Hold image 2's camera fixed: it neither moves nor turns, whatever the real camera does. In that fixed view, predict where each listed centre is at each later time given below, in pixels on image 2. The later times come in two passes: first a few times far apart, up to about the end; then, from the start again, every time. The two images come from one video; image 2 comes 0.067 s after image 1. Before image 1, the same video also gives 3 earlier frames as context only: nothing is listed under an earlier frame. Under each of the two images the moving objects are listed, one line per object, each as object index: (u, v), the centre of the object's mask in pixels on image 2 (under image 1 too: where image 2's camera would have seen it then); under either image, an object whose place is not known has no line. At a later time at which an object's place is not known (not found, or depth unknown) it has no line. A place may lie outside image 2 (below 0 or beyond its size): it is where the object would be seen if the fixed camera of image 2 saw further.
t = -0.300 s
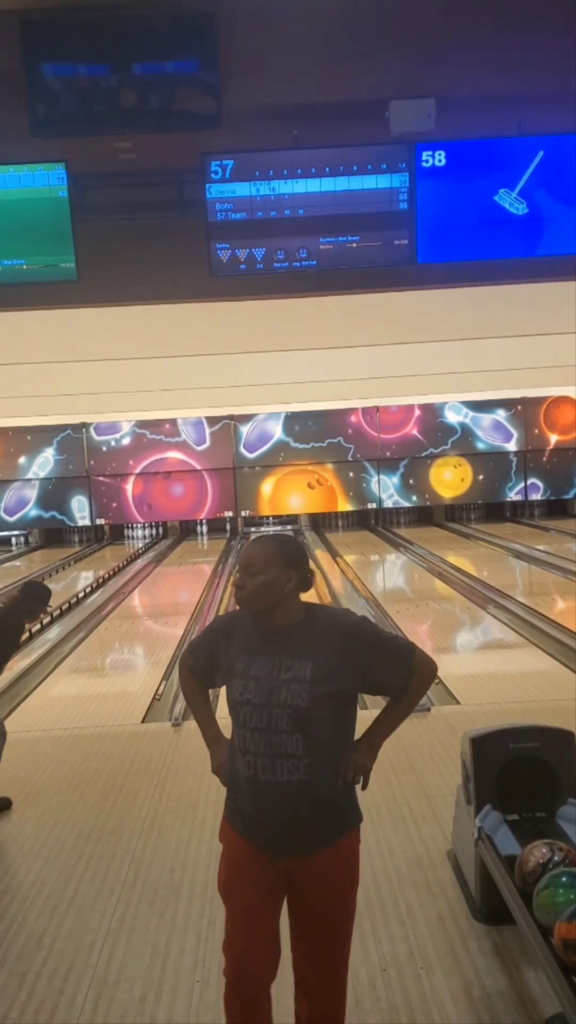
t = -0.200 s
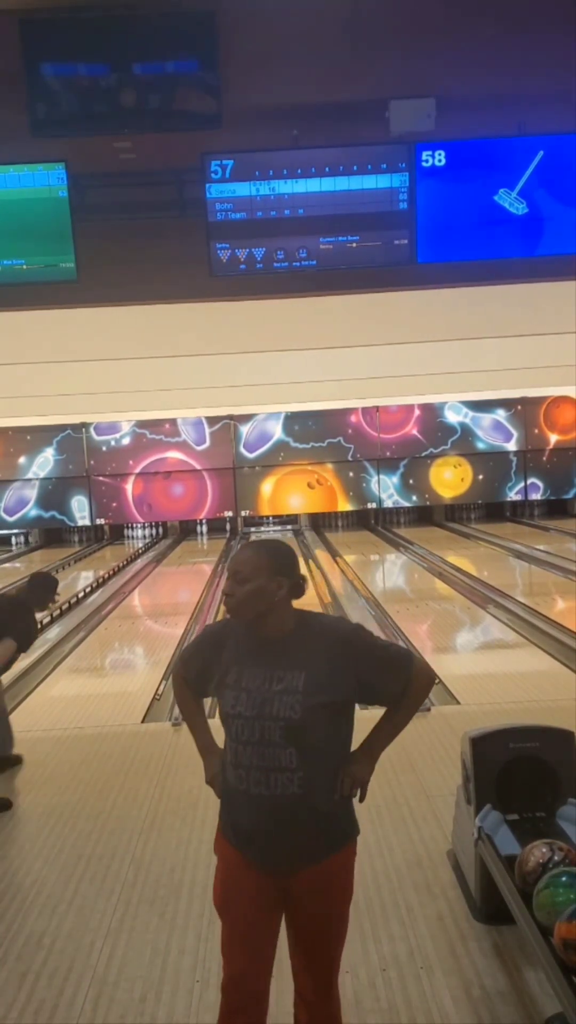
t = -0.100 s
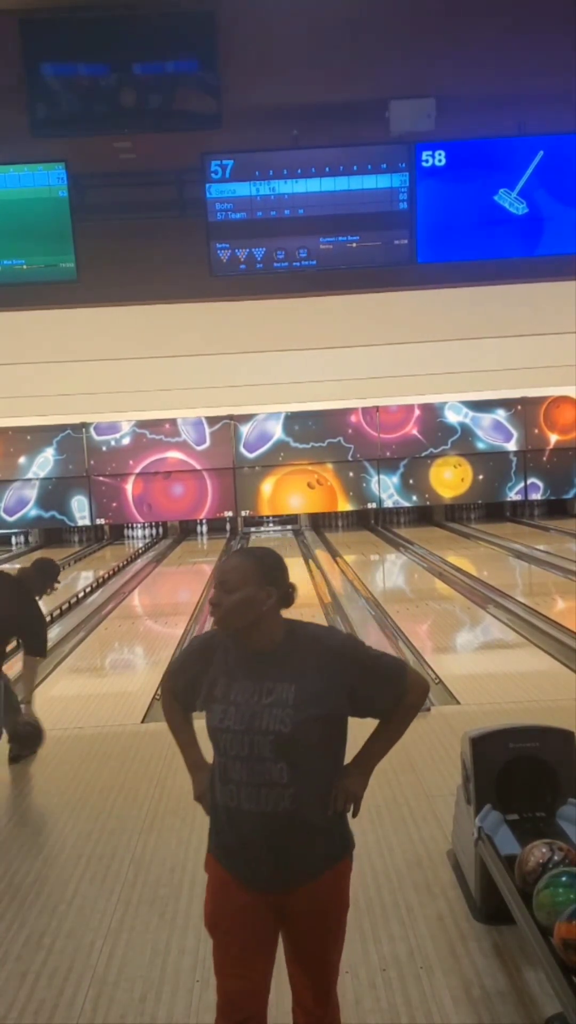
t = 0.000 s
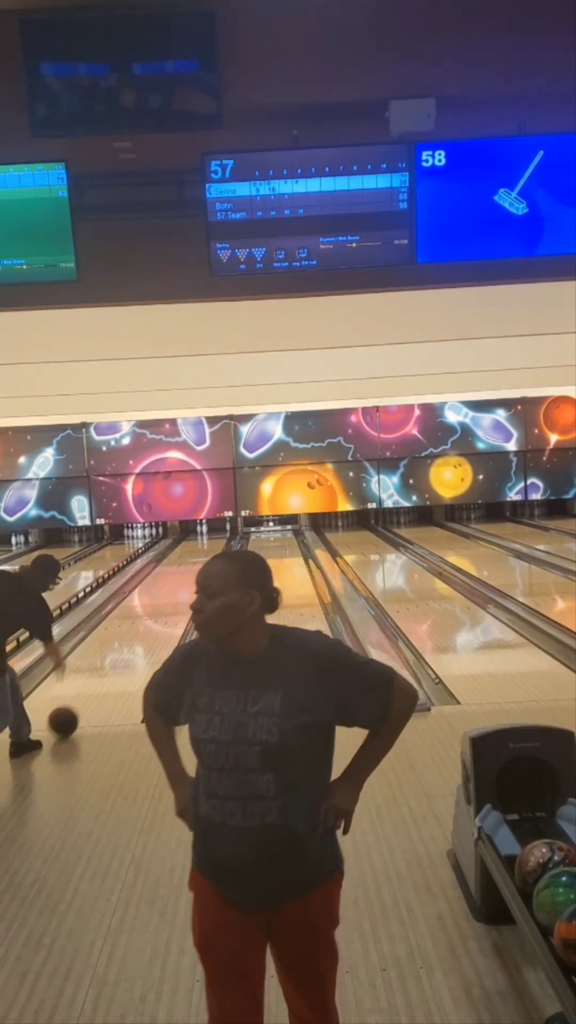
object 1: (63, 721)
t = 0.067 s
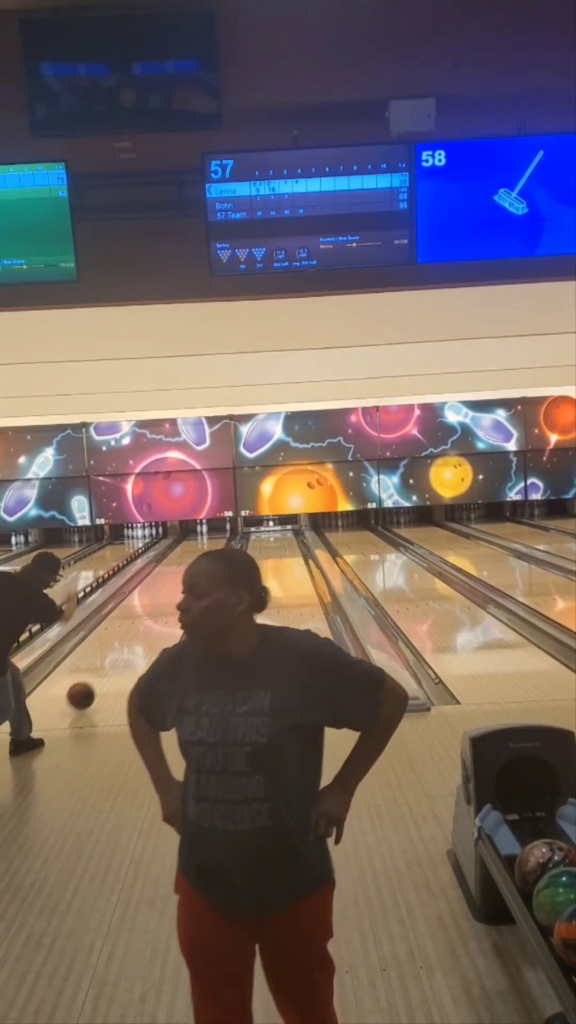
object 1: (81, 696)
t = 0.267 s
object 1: (119, 647)
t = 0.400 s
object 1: (135, 625)
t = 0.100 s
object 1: (89, 686)
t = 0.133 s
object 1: (96, 678)
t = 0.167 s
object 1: (103, 670)
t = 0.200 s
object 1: (109, 662)
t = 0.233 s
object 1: (114, 655)
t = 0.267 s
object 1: (119, 647)
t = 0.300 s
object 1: (124, 642)
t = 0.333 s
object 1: (129, 636)
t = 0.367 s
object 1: (133, 630)
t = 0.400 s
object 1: (135, 625)
